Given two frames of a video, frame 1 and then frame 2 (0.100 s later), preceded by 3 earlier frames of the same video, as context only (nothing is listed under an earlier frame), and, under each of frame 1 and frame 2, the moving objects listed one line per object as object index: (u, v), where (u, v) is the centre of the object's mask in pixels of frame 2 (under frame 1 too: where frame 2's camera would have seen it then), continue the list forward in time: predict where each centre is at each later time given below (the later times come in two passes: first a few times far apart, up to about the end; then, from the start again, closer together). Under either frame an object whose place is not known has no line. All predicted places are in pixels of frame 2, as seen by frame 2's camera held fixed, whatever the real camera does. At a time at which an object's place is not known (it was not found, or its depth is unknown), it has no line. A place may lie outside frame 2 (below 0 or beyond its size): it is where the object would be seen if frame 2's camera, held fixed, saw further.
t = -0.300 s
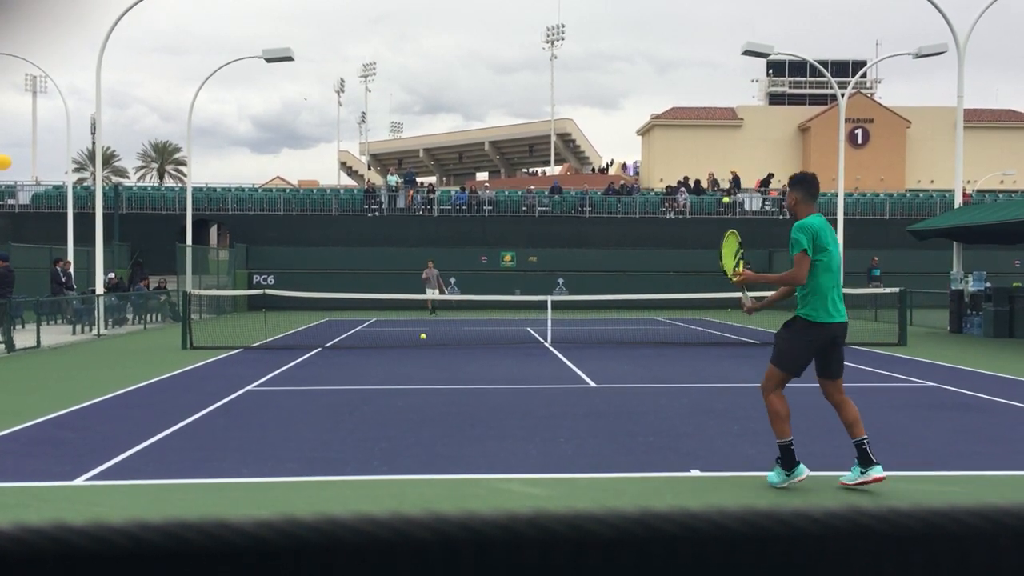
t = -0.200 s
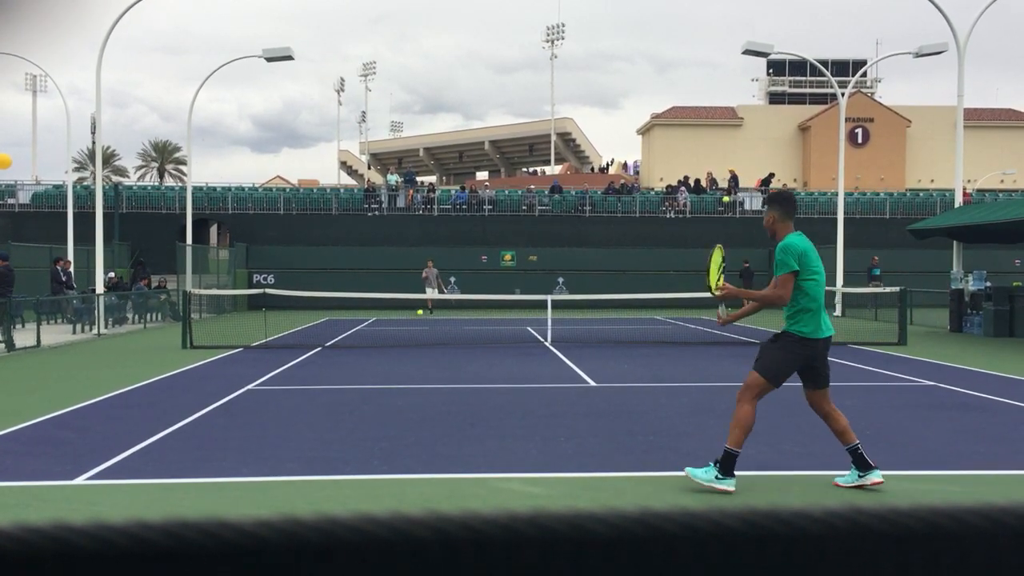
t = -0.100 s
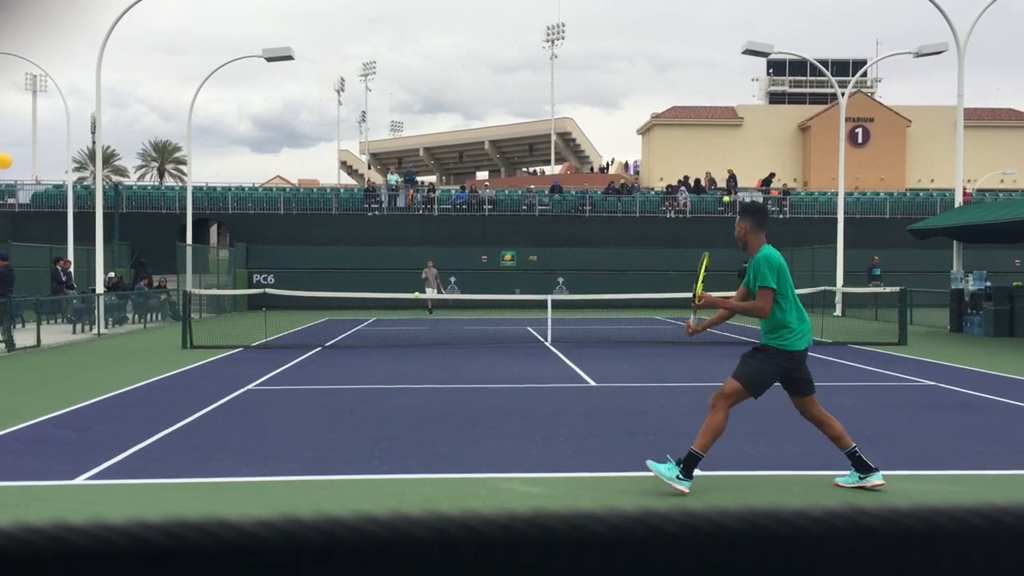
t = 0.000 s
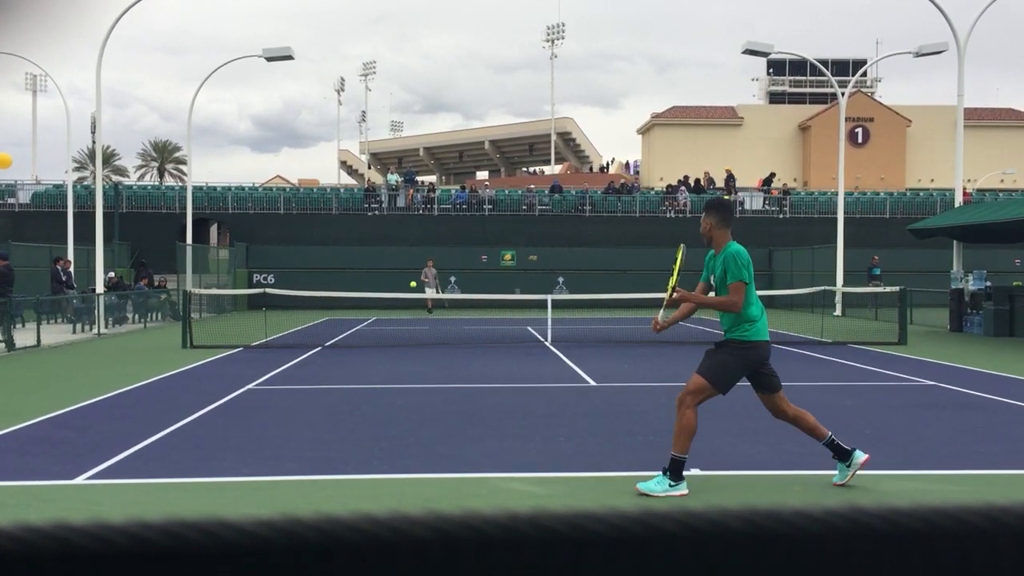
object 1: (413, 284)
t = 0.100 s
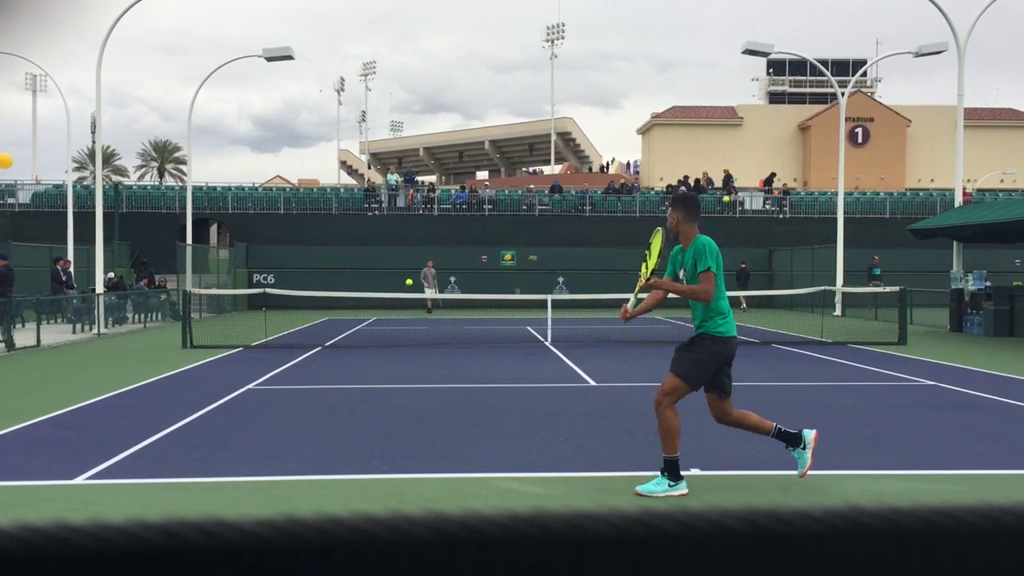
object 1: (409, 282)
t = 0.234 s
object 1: (403, 293)
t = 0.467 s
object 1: (391, 364)
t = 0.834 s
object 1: (361, 367)
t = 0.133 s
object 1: (407, 283)
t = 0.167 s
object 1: (406, 285)
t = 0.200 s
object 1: (405, 288)
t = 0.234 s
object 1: (403, 293)
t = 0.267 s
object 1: (402, 299)
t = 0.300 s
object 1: (400, 306)
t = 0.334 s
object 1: (399, 315)
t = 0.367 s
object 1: (397, 324)
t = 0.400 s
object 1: (395, 336)
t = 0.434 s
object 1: (393, 349)
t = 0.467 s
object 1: (391, 364)
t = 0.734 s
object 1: (371, 383)
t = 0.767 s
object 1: (368, 376)
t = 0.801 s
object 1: (364, 371)
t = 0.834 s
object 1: (361, 367)
